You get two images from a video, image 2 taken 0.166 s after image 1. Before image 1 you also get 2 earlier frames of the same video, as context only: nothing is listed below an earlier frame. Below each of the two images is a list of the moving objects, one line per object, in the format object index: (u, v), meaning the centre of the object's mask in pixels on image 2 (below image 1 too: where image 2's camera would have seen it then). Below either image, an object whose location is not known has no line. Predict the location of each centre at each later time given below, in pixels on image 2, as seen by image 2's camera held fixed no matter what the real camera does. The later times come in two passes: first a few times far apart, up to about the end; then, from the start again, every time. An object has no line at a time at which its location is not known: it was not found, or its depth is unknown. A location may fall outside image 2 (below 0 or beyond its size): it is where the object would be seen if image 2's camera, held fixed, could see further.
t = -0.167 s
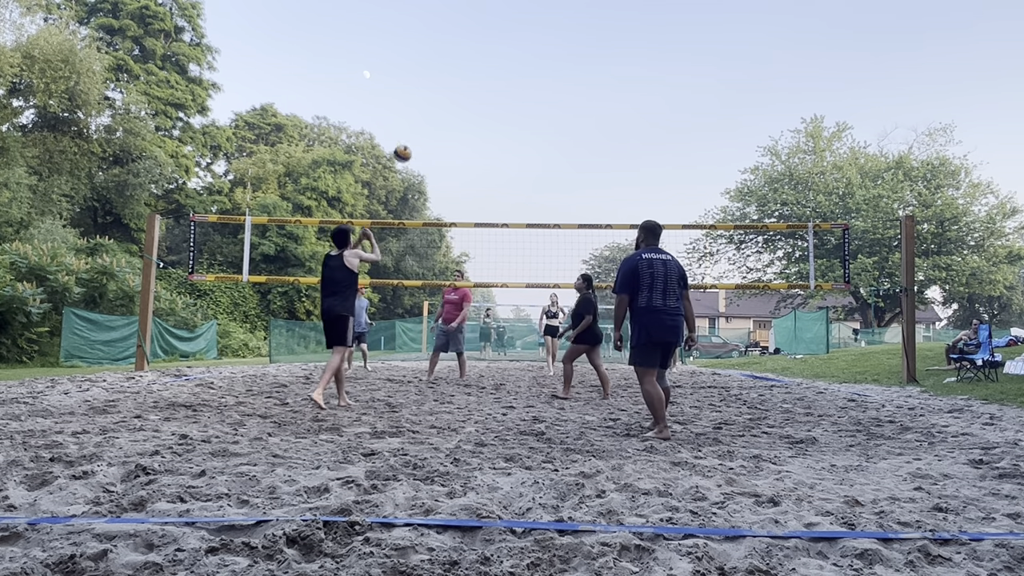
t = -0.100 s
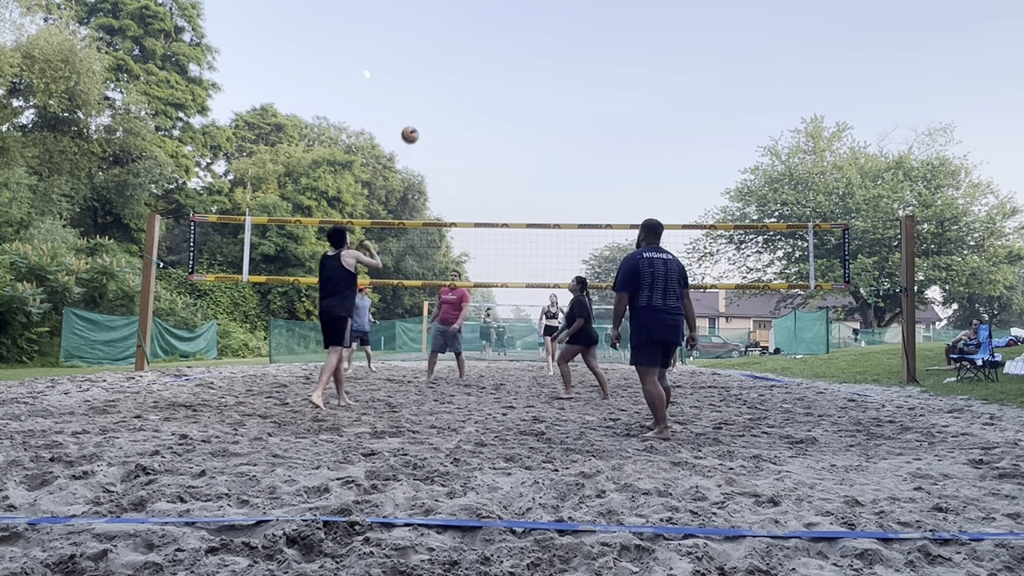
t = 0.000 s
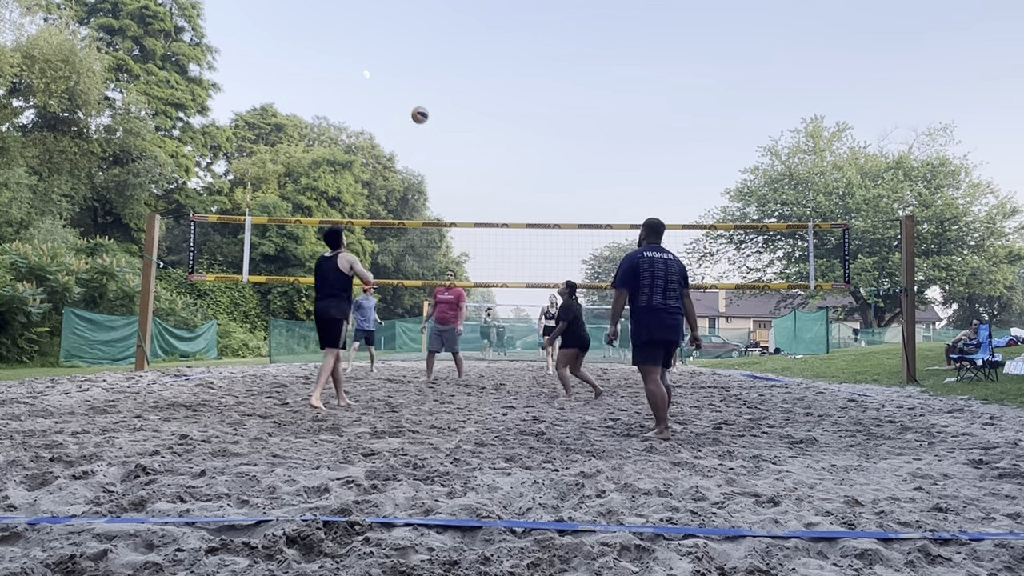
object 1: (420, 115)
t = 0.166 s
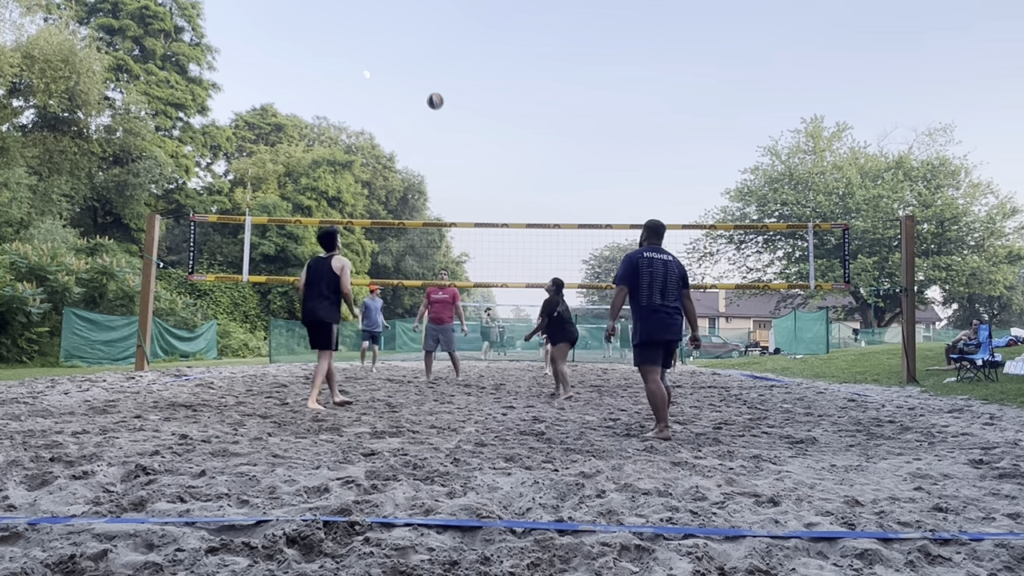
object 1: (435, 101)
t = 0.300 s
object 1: (446, 105)
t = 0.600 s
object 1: (466, 161)
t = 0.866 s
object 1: (479, 256)
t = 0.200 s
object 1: (438, 101)
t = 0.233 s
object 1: (441, 102)
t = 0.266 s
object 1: (443, 103)
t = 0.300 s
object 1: (446, 105)
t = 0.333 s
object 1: (448, 109)
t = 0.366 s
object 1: (451, 113)
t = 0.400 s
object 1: (453, 117)
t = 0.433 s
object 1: (455, 123)
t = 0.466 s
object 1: (457, 129)
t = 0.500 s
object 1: (459, 136)
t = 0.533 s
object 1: (462, 143)
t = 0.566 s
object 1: (464, 152)
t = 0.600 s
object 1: (466, 161)
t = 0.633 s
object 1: (467, 171)
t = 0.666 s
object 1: (469, 181)
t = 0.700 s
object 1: (471, 192)
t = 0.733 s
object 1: (473, 204)
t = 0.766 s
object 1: (474, 216)
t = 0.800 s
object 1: (476, 229)
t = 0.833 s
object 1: (477, 242)
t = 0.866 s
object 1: (479, 256)
